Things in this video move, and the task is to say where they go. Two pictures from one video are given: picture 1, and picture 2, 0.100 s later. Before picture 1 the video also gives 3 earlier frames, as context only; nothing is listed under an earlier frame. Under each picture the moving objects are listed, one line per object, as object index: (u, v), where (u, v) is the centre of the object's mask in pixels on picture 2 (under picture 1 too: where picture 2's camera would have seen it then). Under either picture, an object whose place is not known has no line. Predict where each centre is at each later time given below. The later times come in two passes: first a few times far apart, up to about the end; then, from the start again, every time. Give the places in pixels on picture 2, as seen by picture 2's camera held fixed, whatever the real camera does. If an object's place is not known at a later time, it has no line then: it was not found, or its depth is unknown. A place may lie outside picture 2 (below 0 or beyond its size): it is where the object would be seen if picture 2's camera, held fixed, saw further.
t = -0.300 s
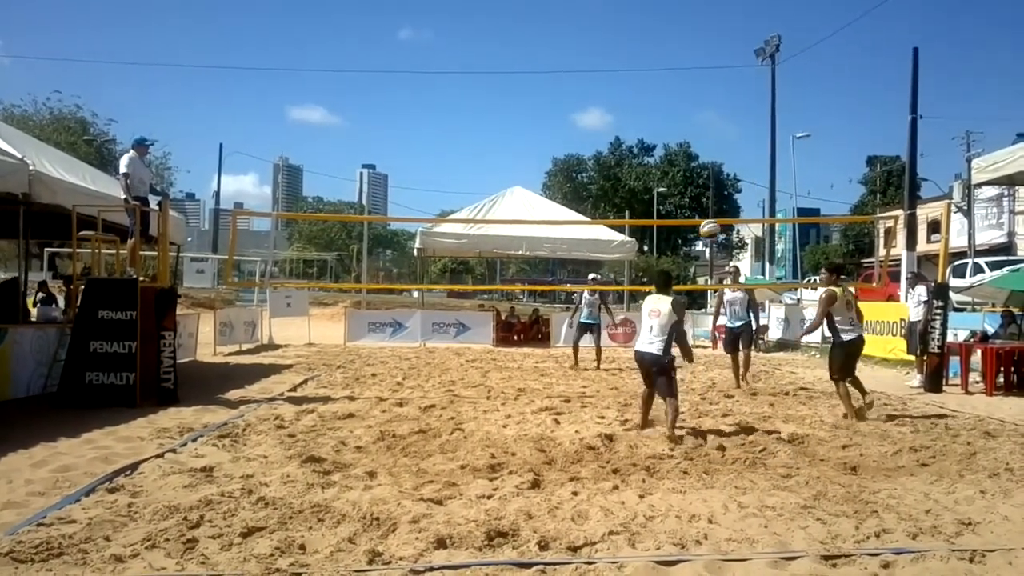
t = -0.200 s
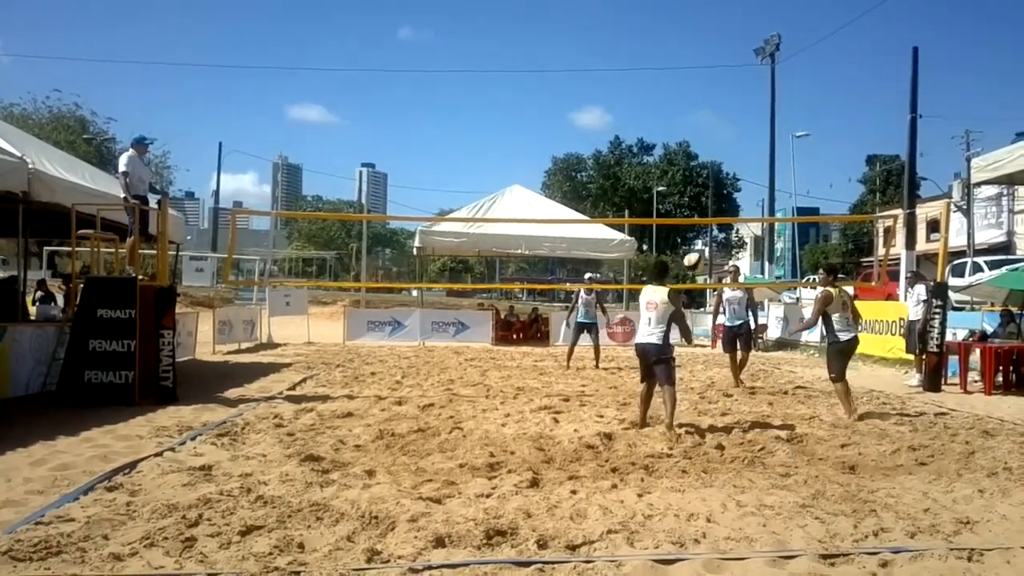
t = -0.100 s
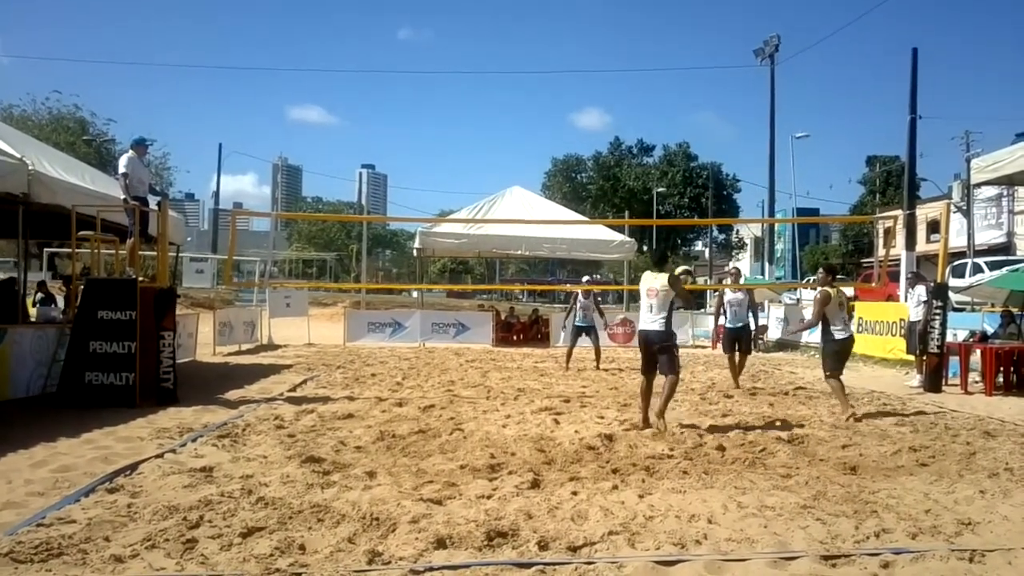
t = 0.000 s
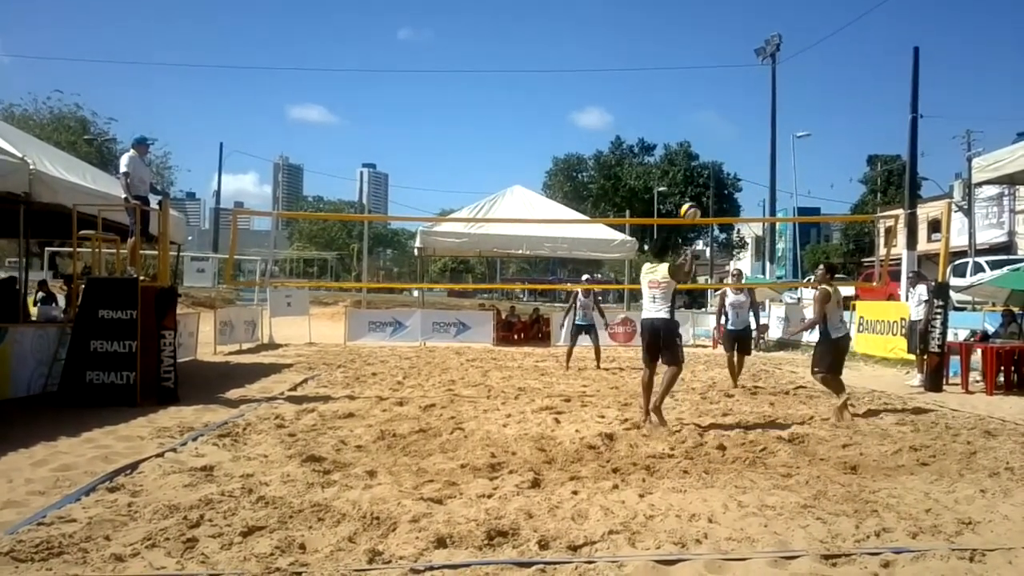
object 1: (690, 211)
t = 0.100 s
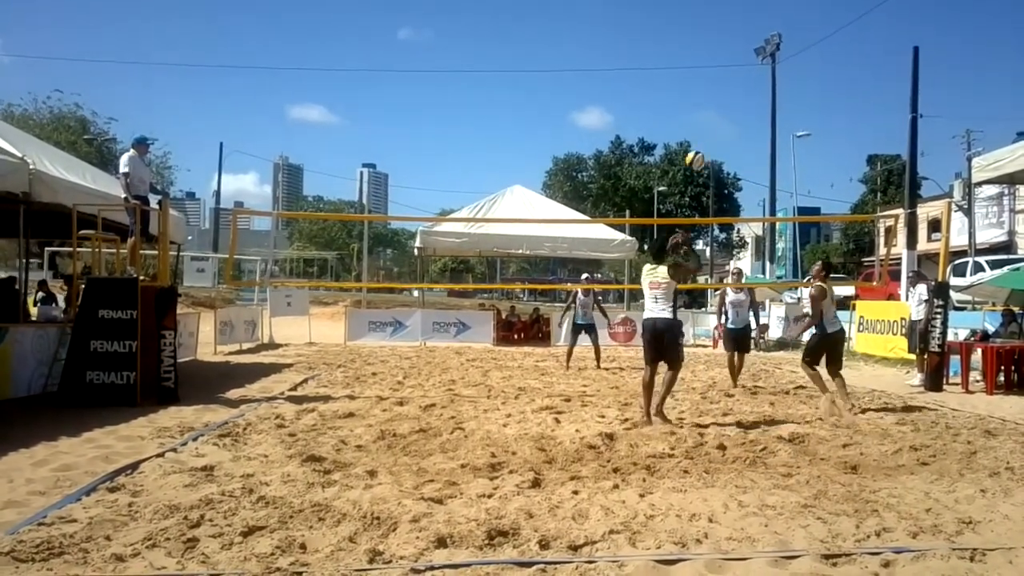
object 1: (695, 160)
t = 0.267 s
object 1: (703, 96)
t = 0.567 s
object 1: (714, 47)
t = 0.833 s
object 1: (721, 64)
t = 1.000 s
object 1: (724, 100)
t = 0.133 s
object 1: (696, 145)
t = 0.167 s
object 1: (698, 131)
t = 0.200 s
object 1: (700, 118)
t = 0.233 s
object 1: (702, 107)
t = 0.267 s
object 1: (703, 96)
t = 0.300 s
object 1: (705, 87)
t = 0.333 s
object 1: (706, 78)
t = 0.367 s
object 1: (707, 71)
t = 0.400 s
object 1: (707, 65)
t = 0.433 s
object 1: (709, 59)
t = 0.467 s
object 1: (711, 54)
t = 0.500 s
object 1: (711, 51)
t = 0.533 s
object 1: (713, 48)
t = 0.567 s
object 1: (714, 47)
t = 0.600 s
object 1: (715, 46)
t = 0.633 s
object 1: (716, 45)
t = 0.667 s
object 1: (717, 46)
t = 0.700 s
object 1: (718, 48)
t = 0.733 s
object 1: (718, 51)
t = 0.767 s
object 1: (719, 54)
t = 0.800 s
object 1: (720, 59)
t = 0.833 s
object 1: (721, 64)
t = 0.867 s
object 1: (722, 69)
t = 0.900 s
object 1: (722, 75)
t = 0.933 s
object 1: (723, 83)
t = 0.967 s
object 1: (723, 91)
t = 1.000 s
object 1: (724, 100)
